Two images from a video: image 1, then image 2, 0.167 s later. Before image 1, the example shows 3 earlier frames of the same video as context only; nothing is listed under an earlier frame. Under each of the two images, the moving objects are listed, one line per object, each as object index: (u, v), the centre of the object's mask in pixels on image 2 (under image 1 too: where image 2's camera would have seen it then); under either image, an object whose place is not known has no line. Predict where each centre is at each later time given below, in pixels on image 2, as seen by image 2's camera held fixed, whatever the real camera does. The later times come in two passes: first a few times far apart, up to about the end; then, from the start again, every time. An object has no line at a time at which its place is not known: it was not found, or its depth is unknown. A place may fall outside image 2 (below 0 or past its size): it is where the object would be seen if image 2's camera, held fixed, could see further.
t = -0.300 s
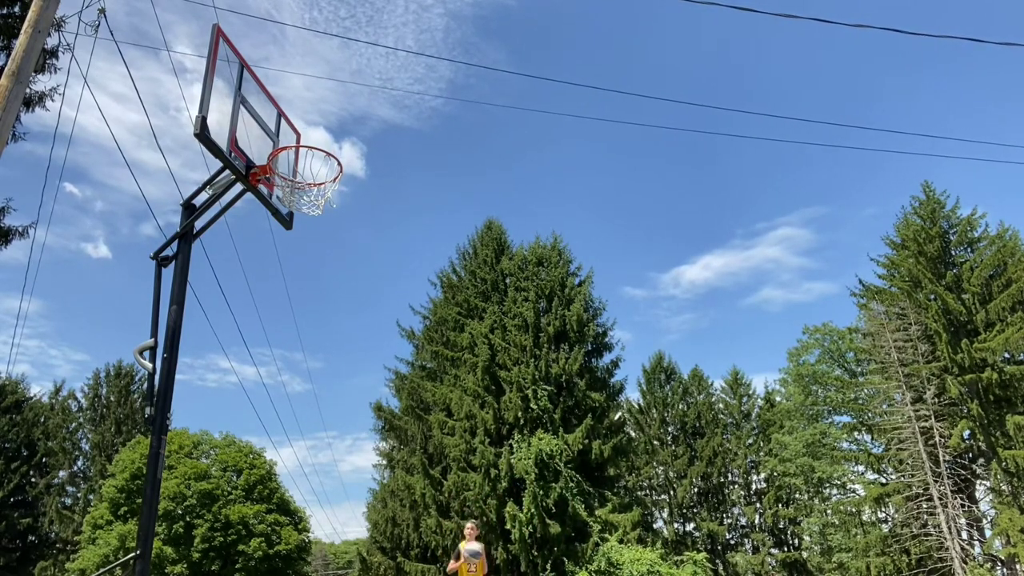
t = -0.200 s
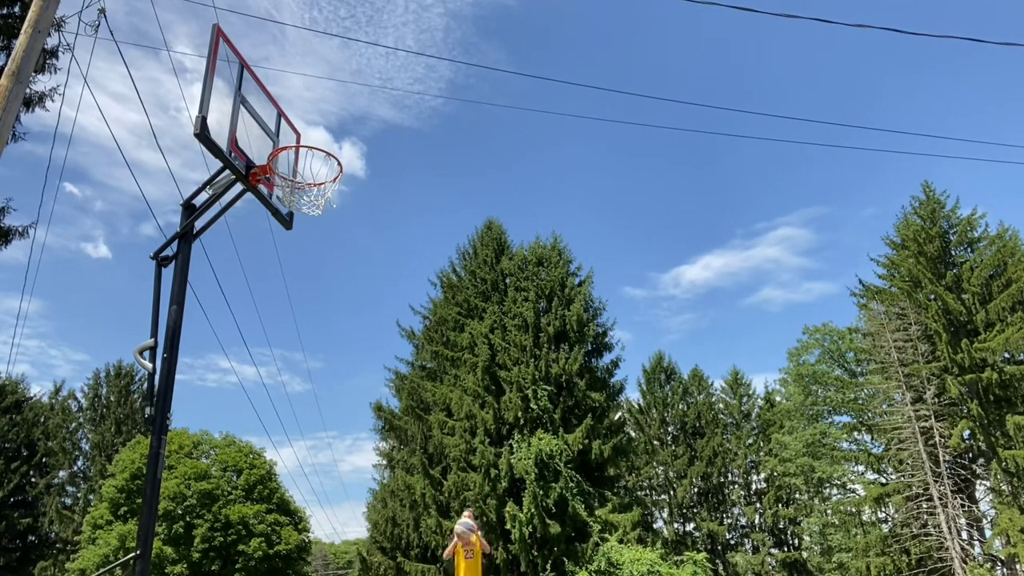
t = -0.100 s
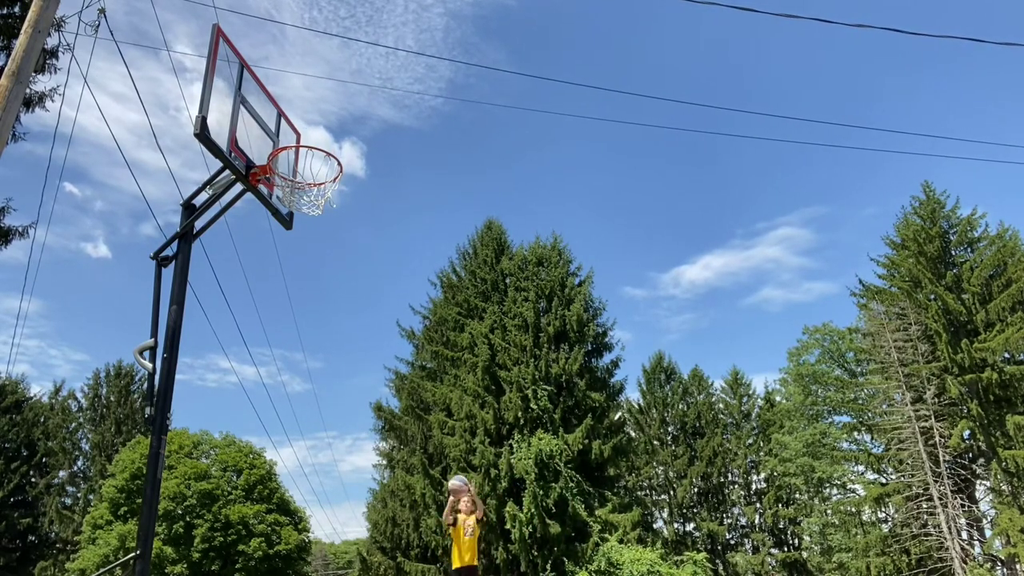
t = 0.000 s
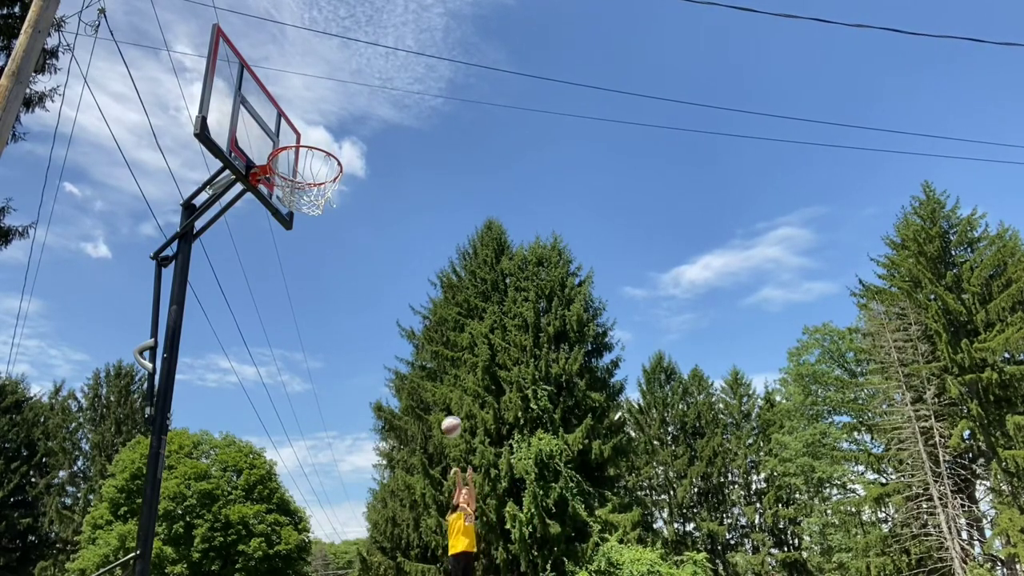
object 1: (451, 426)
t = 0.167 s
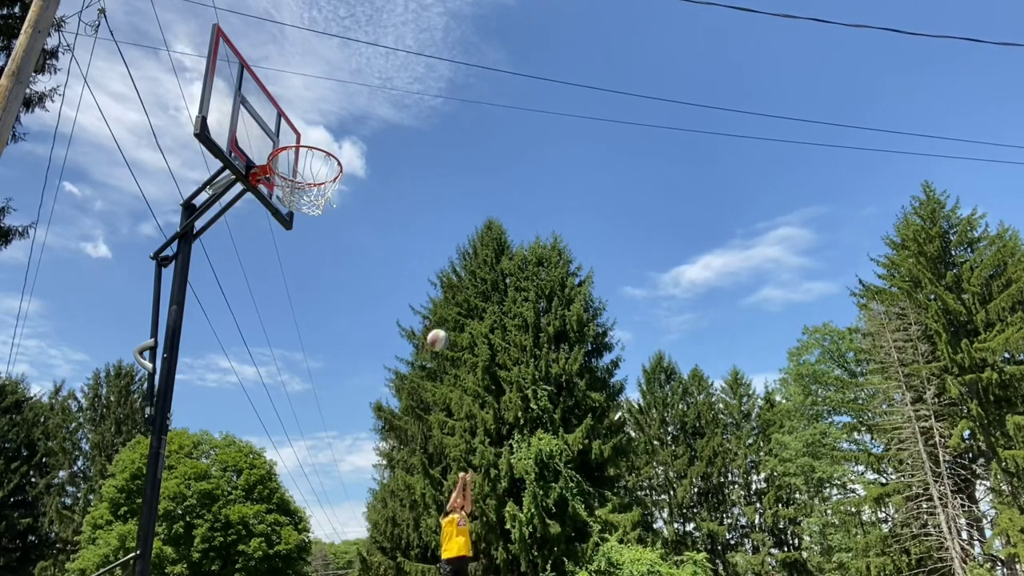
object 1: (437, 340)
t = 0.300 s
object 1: (425, 283)
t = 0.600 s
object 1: (391, 196)
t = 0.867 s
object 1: (341, 174)
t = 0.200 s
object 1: (435, 325)
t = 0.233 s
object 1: (431, 311)
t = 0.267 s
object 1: (428, 296)
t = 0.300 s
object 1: (425, 283)
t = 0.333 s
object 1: (422, 271)
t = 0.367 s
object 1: (418, 260)
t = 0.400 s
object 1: (415, 248)
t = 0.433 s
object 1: (411, 238)
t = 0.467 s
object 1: (408, 228)
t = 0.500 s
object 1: (404, 219)
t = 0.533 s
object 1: (399, 211)
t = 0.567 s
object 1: (395, 203)
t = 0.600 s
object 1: (391, 196)
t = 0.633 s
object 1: (386, 190)
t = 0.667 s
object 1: (380, 185)
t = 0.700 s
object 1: (375, 180)
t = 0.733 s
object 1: (370, 177)
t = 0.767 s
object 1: (363, 174)
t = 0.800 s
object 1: (356, 173)
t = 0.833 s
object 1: (351, 173)
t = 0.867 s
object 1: (341, 174)
